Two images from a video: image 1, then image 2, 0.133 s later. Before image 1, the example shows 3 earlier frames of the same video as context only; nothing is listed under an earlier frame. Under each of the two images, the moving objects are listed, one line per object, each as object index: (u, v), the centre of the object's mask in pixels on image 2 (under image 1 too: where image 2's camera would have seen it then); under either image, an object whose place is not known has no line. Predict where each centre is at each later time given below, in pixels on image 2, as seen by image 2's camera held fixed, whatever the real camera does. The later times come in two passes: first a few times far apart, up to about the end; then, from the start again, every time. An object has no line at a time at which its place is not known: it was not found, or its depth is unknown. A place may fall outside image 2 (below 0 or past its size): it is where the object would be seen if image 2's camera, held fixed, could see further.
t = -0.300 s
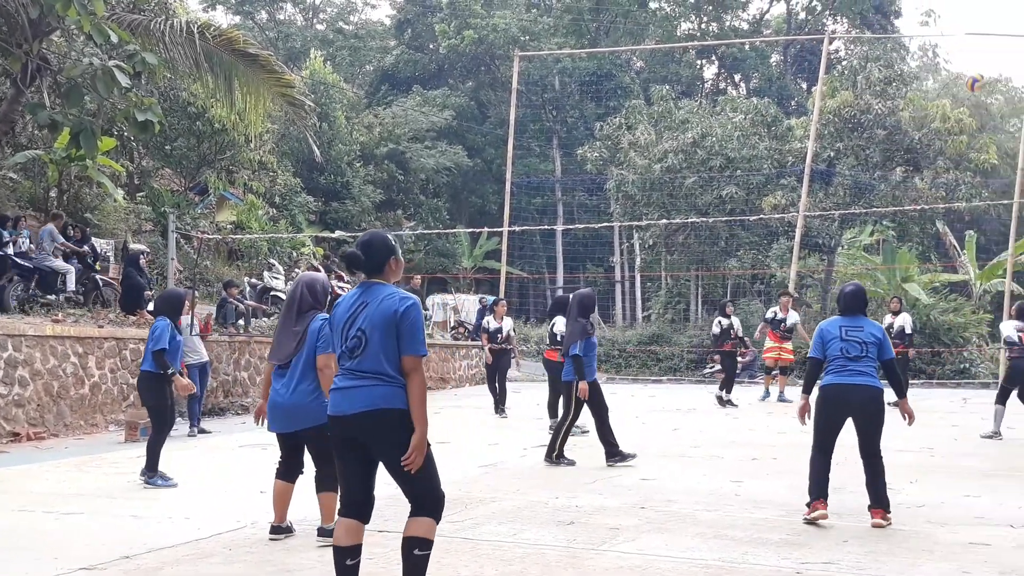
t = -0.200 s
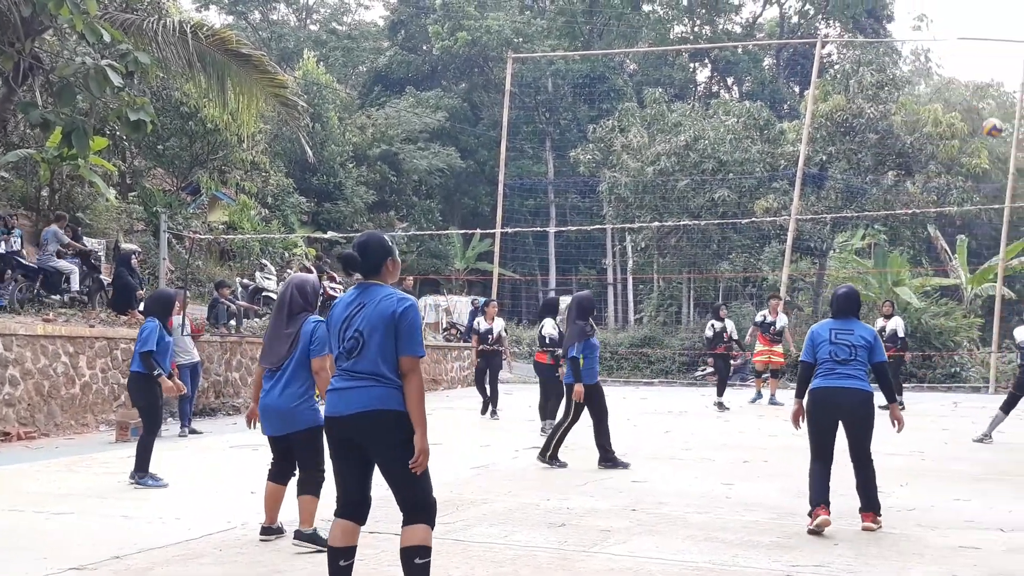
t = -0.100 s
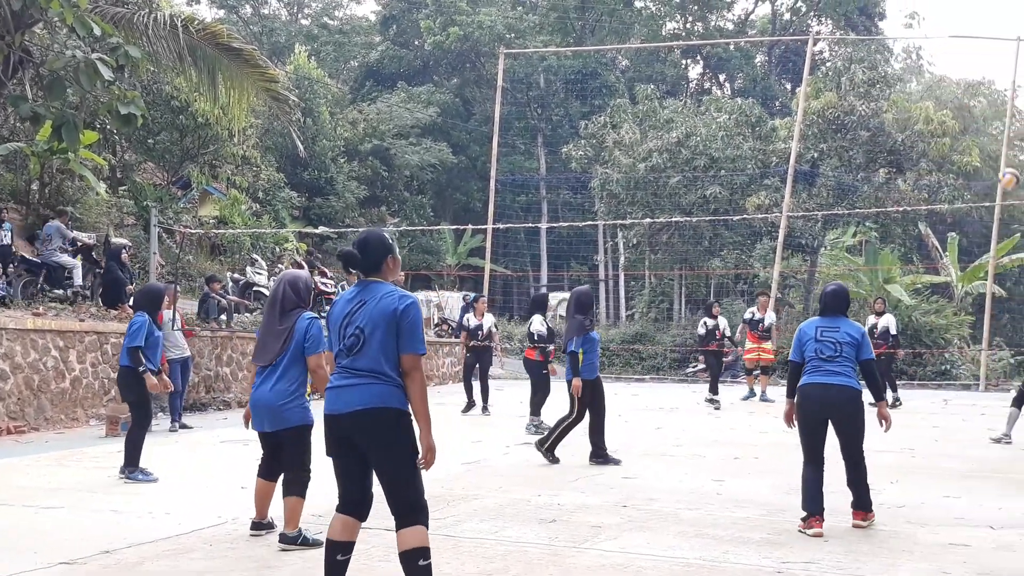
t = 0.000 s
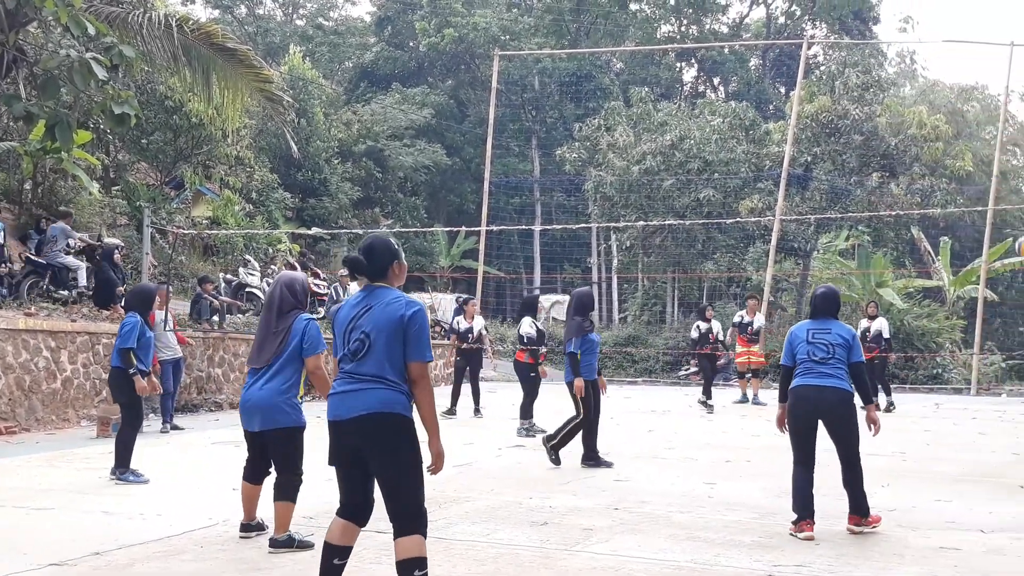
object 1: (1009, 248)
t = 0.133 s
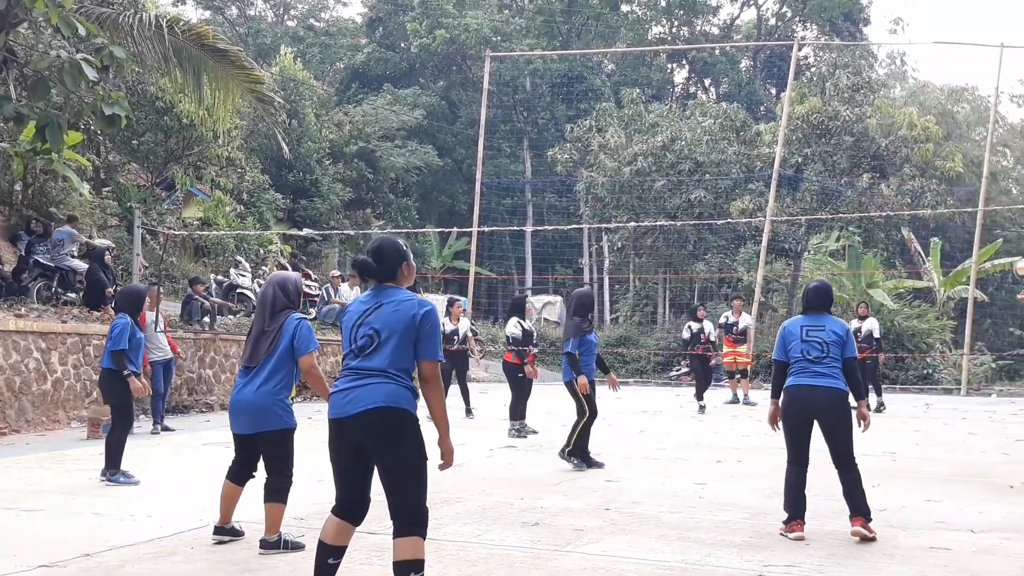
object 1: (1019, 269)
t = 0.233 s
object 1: (1009, 222)
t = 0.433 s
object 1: (968, 147)
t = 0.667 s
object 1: (912, 104)
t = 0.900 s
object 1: (837, 136)
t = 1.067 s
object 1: (765, 233)
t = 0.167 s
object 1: (1019, 253)
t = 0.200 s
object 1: (1014, 237)
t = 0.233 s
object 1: (1009, 222)
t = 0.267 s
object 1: (1002, 207)
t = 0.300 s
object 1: (997, 194)
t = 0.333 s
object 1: (990, 181)
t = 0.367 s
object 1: (983, 168)
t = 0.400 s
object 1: (976, 157)
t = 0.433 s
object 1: (968, 147)
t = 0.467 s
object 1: (961, 137)
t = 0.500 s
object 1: (953, 129)
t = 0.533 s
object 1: (945, 122)
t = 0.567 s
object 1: (938, 115)
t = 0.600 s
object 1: (929, 111)
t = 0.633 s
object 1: (920, 106)
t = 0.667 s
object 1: (912, 104)
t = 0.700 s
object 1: (902, 103)
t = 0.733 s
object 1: (892, 104)
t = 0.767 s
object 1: (882, 106)
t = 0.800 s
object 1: (872, 110)
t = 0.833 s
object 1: (860, 116)
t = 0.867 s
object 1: (849, 125)
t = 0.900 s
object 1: (837, 136)
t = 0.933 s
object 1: (825, 150)
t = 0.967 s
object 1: (810, 166)
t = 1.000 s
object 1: (797, 185)
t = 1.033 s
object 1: (782, 207)
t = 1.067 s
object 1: (765, 233)
